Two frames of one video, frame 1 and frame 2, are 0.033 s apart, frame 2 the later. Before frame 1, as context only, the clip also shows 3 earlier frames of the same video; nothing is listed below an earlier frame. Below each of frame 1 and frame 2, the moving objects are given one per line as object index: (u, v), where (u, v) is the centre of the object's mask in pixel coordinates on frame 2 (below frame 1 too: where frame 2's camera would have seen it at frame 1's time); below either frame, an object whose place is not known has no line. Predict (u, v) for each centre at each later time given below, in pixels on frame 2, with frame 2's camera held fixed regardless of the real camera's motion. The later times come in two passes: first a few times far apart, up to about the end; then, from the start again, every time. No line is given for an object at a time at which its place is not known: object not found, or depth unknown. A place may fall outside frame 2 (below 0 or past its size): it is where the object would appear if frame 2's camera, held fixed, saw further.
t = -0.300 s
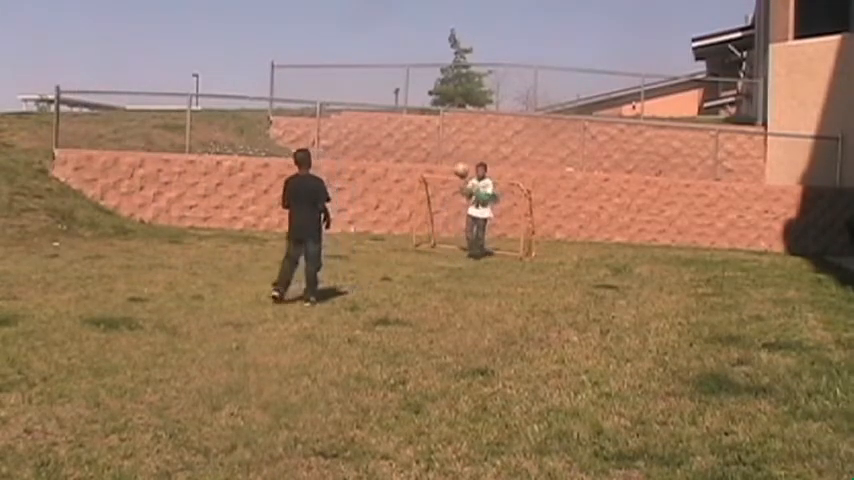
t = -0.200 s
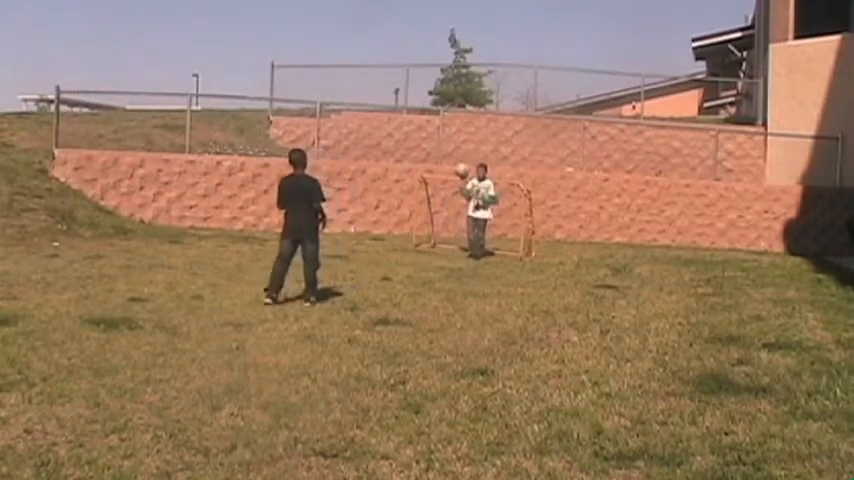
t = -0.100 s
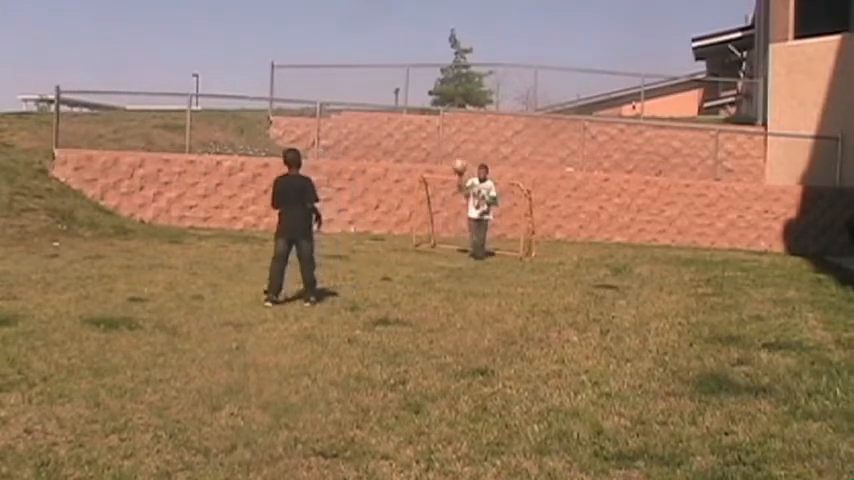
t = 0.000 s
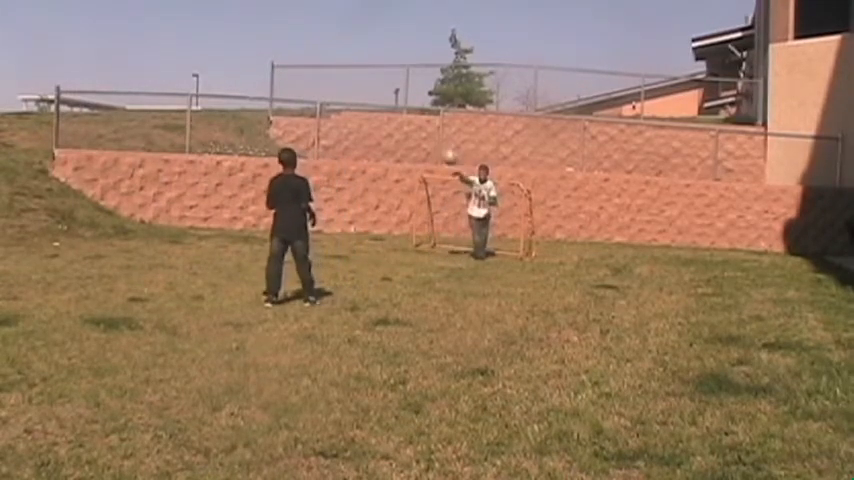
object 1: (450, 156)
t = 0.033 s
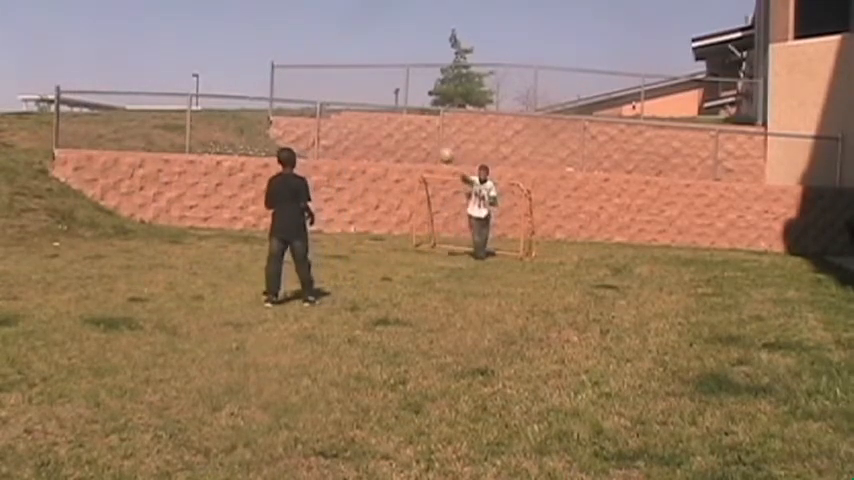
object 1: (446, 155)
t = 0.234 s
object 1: (426, 162)
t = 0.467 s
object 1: (396, 208)
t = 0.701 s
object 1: (365, 258)
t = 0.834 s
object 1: (353, 232)
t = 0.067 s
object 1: (444, 154)
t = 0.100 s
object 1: (440, 154)
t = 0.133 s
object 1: (436, 155)
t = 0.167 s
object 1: (432, 157)
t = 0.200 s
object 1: (428, 159)
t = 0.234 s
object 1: (426, 162)
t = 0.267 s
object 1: (422, 166)
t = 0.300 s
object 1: (418, 170)
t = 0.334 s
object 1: (413, 177)
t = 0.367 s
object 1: (410, 183)
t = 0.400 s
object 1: (406, 190)
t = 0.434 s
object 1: (401, 200)
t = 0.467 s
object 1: (396, 208)
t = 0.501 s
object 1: (391, 221)
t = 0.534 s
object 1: (388, 231)
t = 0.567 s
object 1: (380, 246)
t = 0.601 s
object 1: (377, 258)
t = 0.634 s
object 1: (372, 273)
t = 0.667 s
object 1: (368, 266)
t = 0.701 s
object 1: (365, 258)
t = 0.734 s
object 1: (362, 252)
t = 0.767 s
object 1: (359, 244)
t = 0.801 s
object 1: (357, 236)
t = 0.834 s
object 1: (353, 232)
